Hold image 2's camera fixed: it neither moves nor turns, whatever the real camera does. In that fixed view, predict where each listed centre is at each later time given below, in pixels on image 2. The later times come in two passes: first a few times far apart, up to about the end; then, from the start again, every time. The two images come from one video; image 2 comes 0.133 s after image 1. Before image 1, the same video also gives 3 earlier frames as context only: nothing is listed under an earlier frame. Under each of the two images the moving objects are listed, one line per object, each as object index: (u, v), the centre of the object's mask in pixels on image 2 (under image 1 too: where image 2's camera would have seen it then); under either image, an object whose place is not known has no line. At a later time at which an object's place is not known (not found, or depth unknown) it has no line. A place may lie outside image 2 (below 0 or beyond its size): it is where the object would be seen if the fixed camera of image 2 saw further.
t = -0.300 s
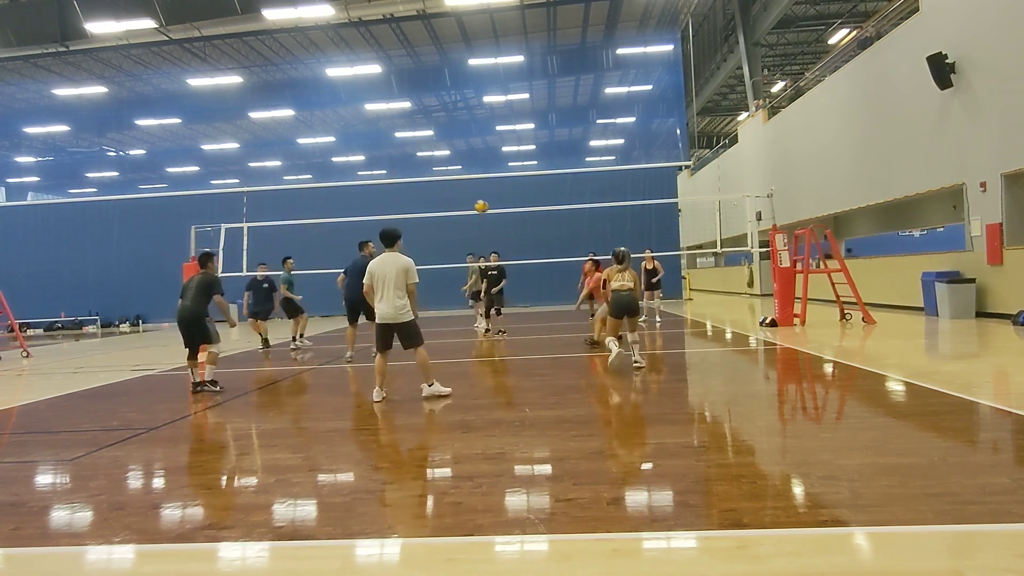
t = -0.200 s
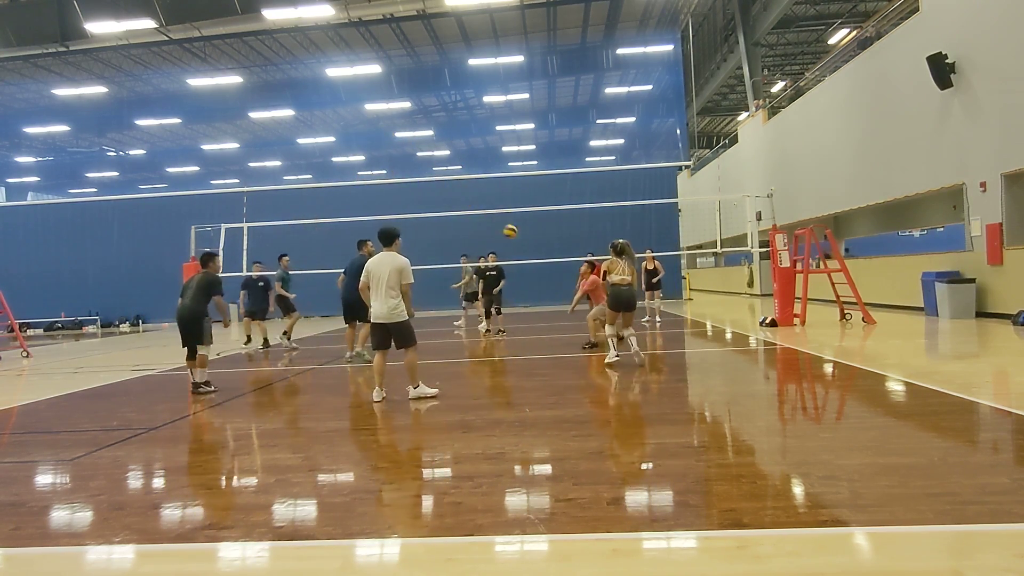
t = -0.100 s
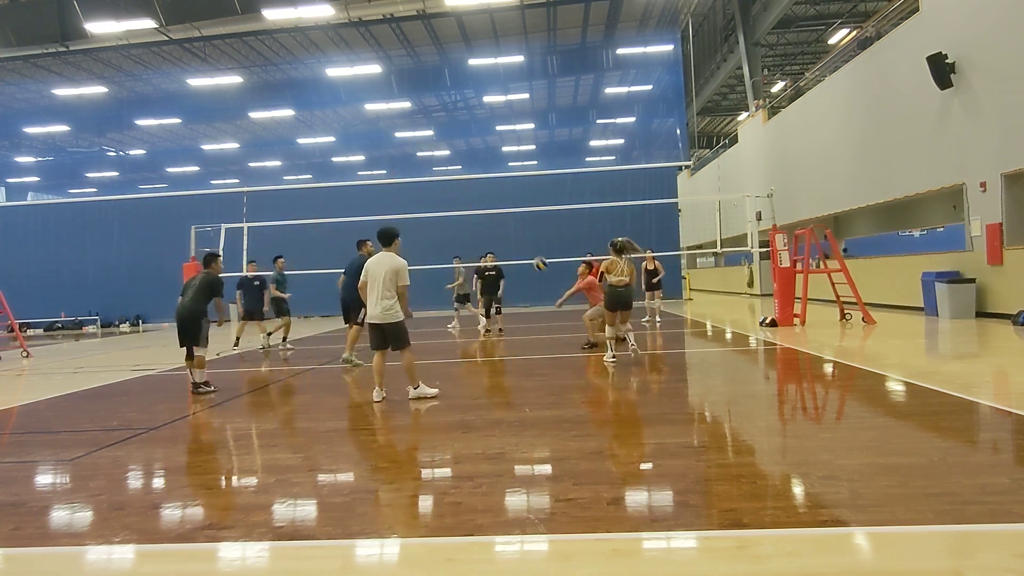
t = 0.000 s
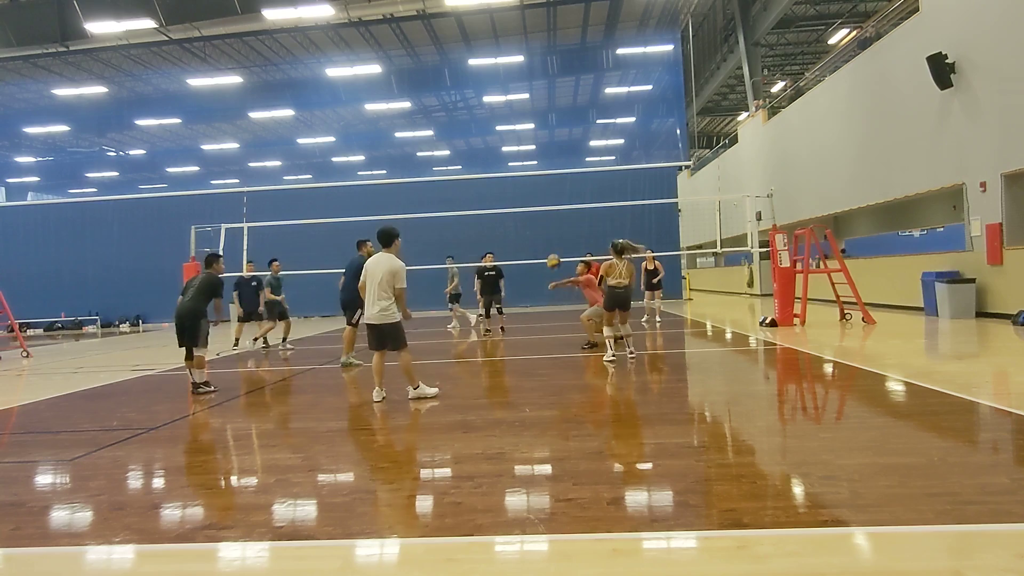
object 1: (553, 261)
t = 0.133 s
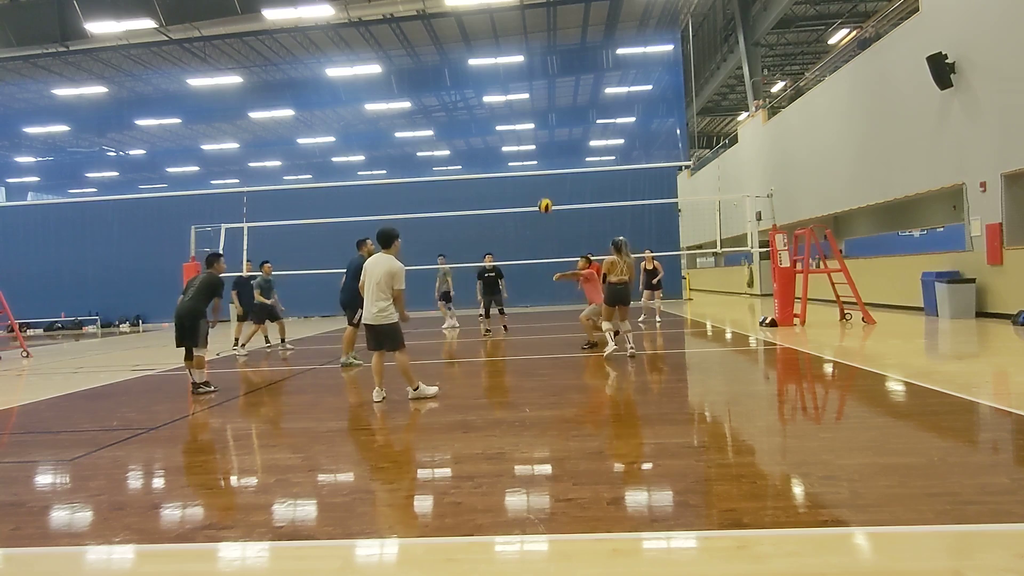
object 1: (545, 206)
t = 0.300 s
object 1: (535, 152)
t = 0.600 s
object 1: (519, 99)
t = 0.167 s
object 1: (542, 193)
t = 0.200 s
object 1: (540, 181)
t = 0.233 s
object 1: (538, 171)
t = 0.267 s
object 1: (536, 161)
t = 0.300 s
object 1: (535, 152)
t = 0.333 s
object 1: (532, 143)
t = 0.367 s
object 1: (531, 135)
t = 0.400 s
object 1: (529, 127)
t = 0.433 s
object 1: (527, 121)
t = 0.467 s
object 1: (525, 115)
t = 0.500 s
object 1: (524, 110)
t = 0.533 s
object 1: (522, 106)
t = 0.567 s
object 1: (521, 103)
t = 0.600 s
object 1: (519, 99)
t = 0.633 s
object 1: (518, 97)
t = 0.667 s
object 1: (516, 95)
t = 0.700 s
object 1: (515, 95)
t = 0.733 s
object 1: (513, 95)
